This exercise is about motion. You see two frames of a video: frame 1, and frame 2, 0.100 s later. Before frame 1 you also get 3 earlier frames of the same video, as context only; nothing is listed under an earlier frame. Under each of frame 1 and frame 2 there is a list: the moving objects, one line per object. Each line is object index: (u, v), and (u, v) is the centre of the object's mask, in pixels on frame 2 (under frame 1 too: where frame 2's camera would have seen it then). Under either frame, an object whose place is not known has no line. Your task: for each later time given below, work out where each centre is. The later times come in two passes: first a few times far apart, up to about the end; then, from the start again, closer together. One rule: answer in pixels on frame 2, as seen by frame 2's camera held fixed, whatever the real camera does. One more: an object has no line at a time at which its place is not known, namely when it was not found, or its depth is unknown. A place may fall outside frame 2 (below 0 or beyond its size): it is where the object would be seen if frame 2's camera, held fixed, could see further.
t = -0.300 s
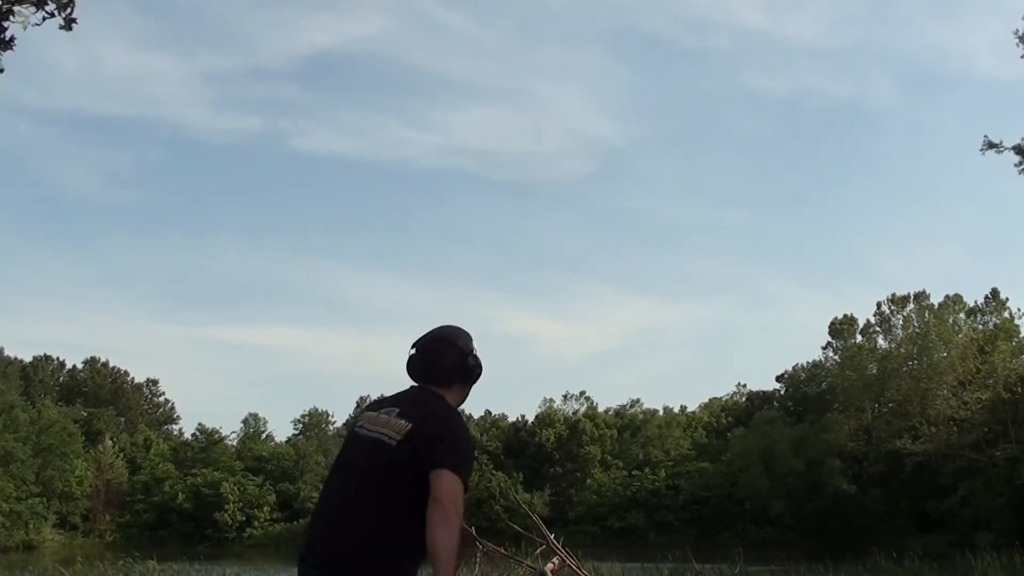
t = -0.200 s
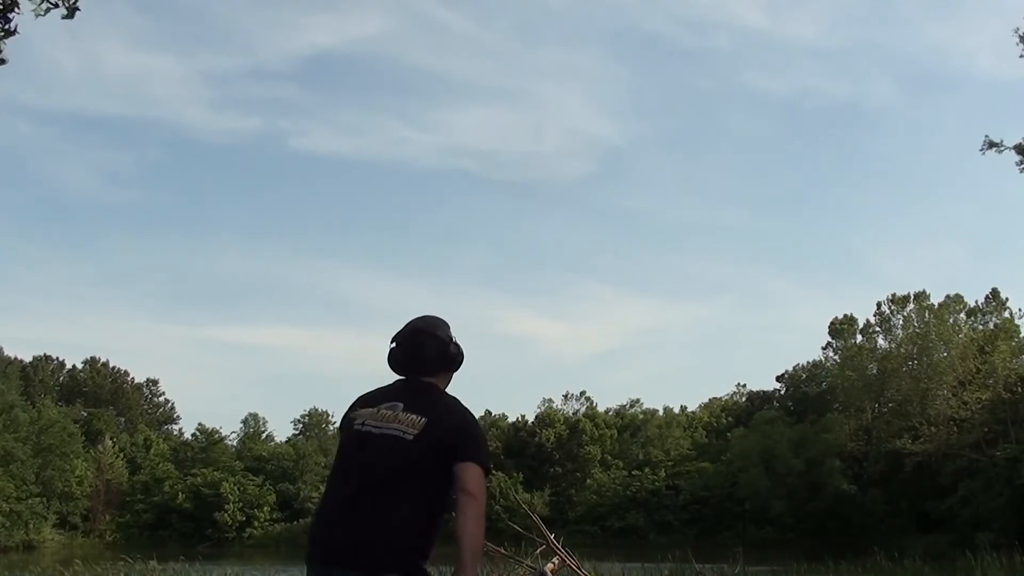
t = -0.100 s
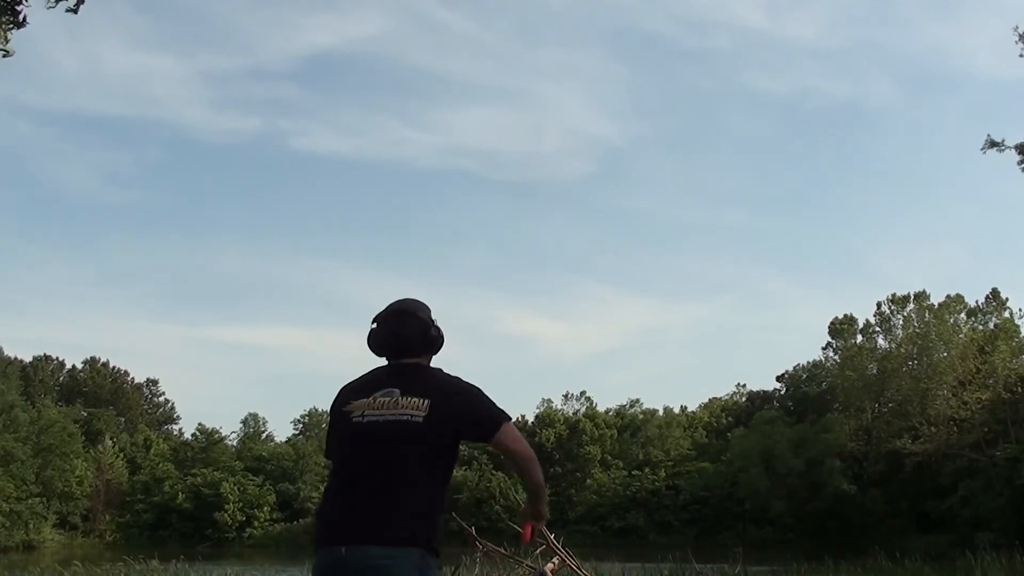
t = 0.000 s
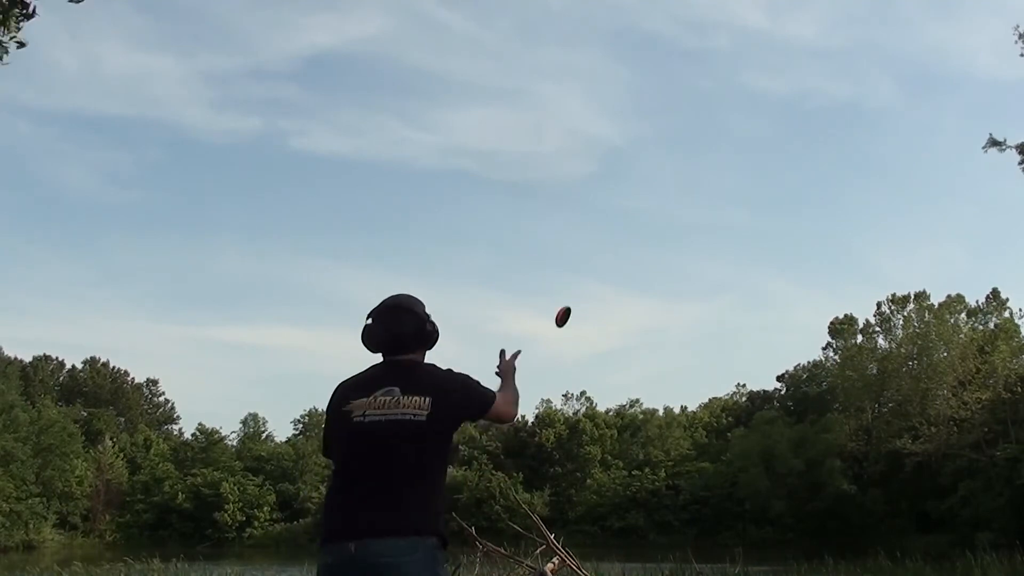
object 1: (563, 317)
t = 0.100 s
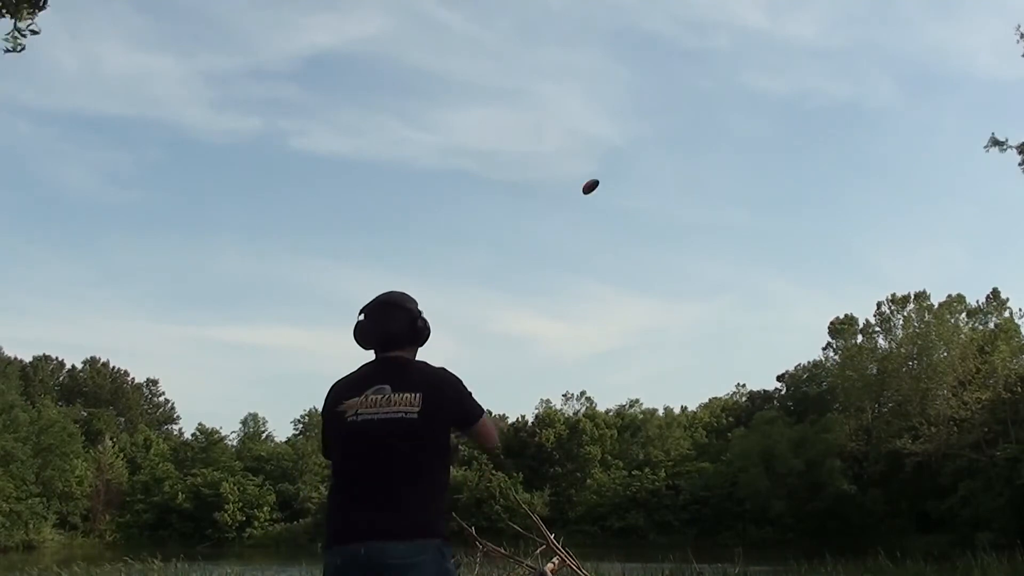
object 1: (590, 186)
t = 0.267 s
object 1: (629, 80)
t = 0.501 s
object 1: (671, 46)
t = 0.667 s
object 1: (695, 64)
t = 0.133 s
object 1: (599, 156)
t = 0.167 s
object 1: (607, 131)
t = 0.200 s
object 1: (614, 110)
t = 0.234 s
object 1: (622, 94)
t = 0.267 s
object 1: (629, 80)
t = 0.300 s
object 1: (636, 69)
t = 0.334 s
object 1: (642, 61)
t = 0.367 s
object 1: (649, 54)
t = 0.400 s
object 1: (655, 50)
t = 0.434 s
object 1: (660, 47)
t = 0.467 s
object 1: (666, 46)
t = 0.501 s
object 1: (671, 46)
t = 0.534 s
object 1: (676, 48)
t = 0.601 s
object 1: (686, 54)
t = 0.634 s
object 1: (690, 59)
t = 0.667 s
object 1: (695, 64)
